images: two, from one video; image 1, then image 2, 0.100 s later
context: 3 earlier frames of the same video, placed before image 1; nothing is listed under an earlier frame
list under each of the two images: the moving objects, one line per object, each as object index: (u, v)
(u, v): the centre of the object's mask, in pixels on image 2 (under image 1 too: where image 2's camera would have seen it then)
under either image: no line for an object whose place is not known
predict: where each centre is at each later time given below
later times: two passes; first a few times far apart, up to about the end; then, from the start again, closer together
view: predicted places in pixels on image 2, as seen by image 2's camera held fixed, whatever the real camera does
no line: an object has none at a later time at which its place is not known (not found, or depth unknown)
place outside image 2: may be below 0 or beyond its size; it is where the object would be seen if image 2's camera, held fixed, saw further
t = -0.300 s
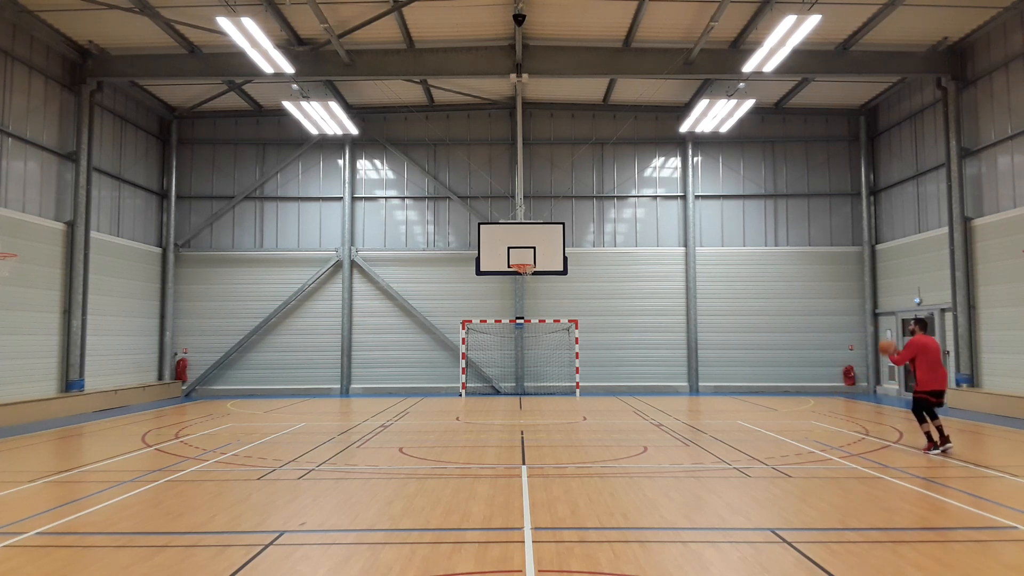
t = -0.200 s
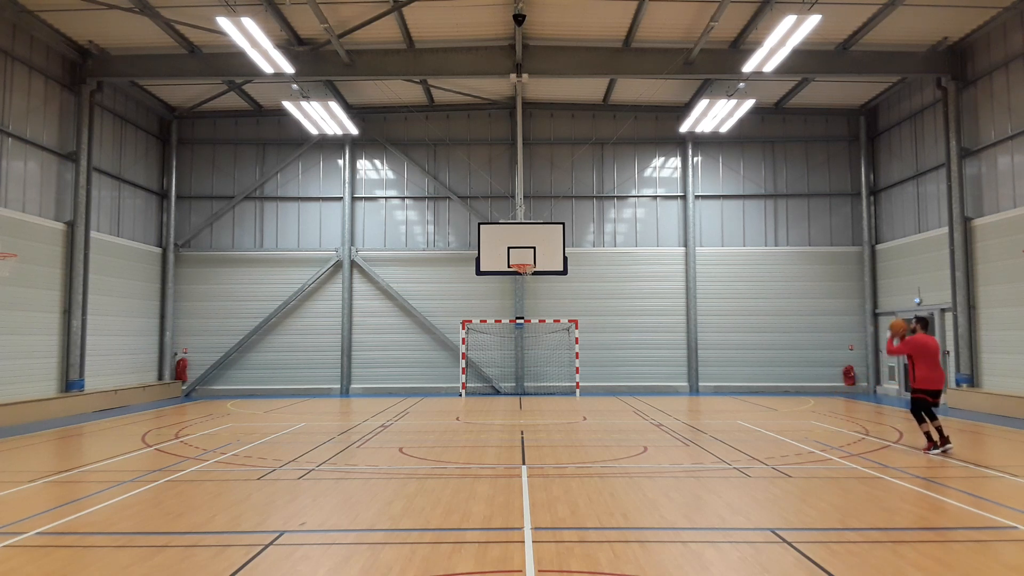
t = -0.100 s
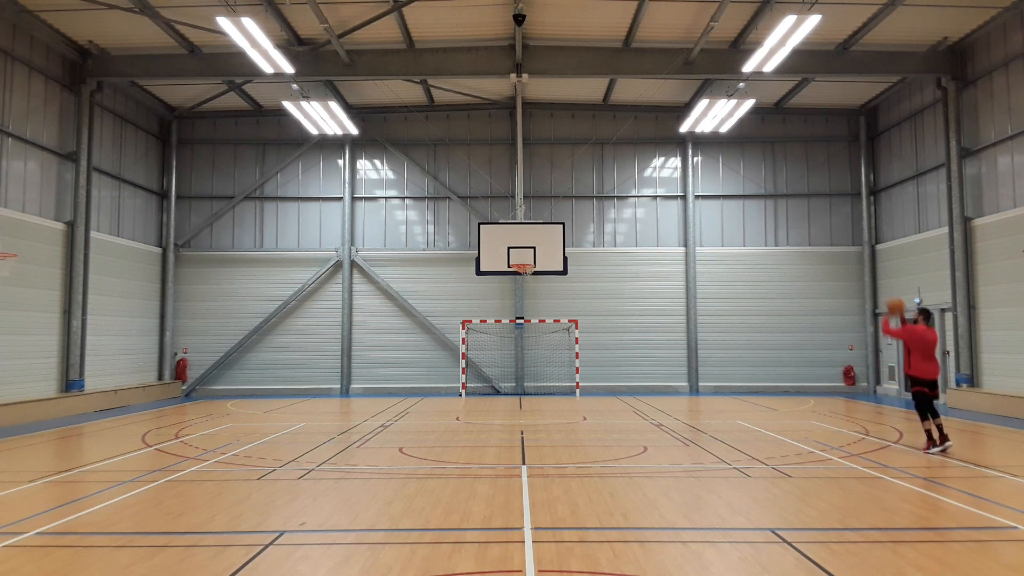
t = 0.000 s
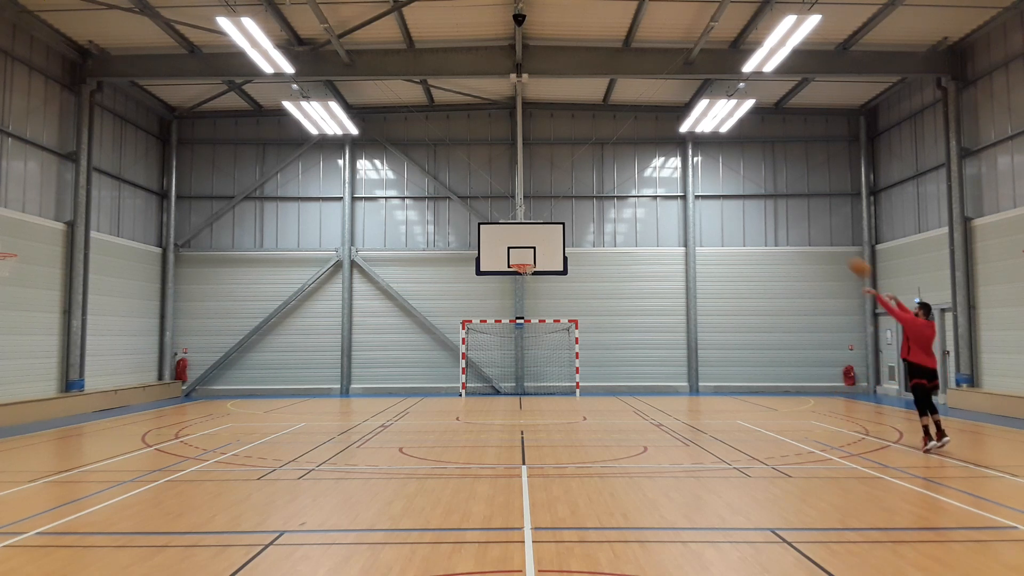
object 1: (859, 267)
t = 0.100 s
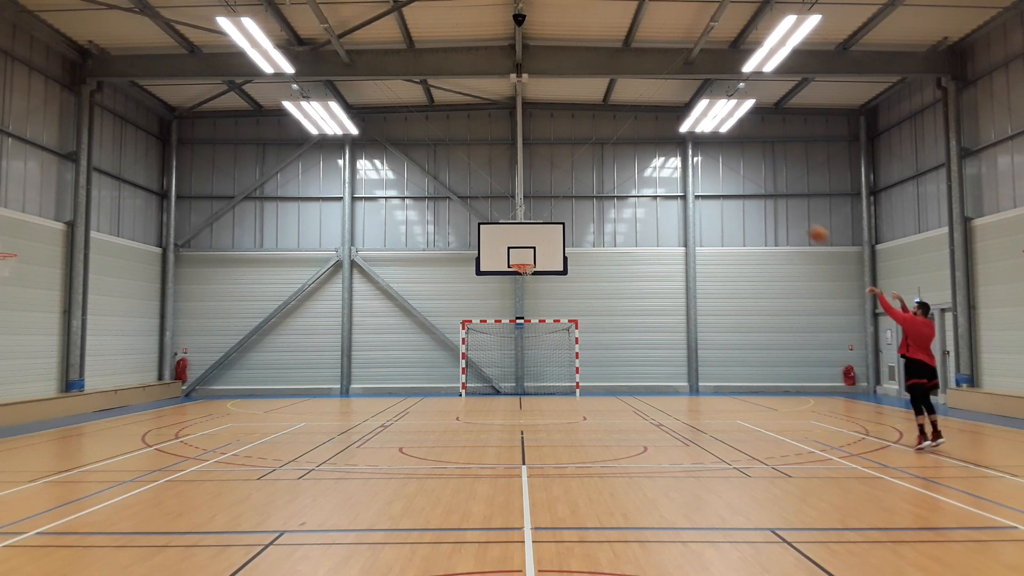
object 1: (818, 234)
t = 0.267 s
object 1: (756, 197)
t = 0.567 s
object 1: (660, 176)
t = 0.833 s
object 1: (591, 197)
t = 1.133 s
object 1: (524, 256)
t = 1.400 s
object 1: (531, 274)
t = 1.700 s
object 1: (527, 288)
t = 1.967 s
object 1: (522, 336)
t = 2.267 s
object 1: (518, 399)
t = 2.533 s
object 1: (512, 343)
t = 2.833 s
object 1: (506, 322)
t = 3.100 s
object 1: (501, 339)
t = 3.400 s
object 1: (495, 399)
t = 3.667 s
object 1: (491, 370)
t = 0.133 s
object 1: (805, 225)
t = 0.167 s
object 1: (793, 217)
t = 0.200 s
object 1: (779, 210)
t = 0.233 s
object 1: (767, 203)
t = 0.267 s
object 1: (756, 197)
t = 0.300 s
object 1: (743, 192)
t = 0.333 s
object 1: (732, 188)
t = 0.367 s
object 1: (721, 184)
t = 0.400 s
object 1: (710, 181)
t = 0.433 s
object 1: (700, 179)
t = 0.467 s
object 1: (689, 177)
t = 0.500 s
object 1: (680, 176)
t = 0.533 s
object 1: (670, 176)
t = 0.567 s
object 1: (660, 176)
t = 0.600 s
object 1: (651, 177)
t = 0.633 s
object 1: (642, 178)
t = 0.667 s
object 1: (632, 180)
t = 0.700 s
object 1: (624, 182)
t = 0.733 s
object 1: (616, 185)
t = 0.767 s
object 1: (607, 189)
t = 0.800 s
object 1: (599, 193)
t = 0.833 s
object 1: (591, 197)
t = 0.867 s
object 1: (583, 202)
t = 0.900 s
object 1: (575, 207)
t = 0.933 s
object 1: (567, 213)
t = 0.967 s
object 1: (560, 219)
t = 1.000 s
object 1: (552, 226)
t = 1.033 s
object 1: (545, 232)
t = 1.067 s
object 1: (538, 240)
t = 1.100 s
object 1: (532, 247)
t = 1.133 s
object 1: (524, 256)
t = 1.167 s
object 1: (518, 263)
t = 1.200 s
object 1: (521, 270)
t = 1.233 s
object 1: (523, 272)
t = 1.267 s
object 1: (525, 273)
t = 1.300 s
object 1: (529, 275)
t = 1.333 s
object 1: (530, 274)
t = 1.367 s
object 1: (530, 274)
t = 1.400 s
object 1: (531, 274)
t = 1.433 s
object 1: (530, 273)
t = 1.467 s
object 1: (530, 273)
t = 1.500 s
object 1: (529, 274)
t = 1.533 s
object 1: (529, 275)
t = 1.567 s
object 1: (528, 276)
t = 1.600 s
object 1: (528, 278)
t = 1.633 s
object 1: (527, 281)
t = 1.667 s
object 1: (527, 285)
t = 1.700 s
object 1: (527, 288)
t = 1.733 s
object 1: (526, 292)
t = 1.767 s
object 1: (526, 297)
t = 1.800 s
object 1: (525, 302)
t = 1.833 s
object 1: (524, 308)
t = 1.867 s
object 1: (524, 314)
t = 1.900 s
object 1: (523, 321)
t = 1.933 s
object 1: (523, 329)
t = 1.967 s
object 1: (522, 336)
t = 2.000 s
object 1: (522, 345)
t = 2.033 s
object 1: (521, 354)
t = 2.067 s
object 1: (521, 364)
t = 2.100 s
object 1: (521, 374)
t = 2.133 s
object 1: (520, 385)
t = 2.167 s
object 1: (520, 396)
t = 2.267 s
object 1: (518, 399)
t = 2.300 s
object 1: (517, 389)
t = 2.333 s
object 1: (517, 381)
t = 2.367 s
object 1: (516, 374)
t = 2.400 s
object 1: (515, 366)
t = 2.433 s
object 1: (514, 360)
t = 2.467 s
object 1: (514, 353)
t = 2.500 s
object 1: (513, 348)
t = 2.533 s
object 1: (512, 343)
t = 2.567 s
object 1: (511, 338)
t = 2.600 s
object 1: (511, 335)
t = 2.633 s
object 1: (510, 331)
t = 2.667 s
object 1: (510, 328)
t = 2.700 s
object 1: (509, 326)
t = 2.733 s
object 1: (508, 324)
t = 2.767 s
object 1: (507, 323)
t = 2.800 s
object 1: (507, 322)
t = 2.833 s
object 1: (506, 322)
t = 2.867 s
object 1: (505, 322)
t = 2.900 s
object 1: (505, 322)
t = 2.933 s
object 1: (504, 324)
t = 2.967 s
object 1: (503, 326)
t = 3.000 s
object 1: (503, 328)
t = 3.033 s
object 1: (502, 331)
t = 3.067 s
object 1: (502, 335)
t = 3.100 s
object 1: (501, 339)
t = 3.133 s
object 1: (500, 343)
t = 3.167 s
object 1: (500, 348)
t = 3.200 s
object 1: (499, 354)
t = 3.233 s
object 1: (498, 360)
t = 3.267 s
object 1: (498, 367)
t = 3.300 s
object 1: (497, 374)
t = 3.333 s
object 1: (497, 382)
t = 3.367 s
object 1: (496, 390)
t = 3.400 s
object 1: (495, 399)
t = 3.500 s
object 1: (494, 399)
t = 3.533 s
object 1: (494, 392)
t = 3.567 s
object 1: (493, 386)
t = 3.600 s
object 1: (492, 380)
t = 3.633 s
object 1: (492, 375)
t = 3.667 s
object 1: (491, 370)
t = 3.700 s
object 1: (491, 366)
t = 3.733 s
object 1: (490, 362)
